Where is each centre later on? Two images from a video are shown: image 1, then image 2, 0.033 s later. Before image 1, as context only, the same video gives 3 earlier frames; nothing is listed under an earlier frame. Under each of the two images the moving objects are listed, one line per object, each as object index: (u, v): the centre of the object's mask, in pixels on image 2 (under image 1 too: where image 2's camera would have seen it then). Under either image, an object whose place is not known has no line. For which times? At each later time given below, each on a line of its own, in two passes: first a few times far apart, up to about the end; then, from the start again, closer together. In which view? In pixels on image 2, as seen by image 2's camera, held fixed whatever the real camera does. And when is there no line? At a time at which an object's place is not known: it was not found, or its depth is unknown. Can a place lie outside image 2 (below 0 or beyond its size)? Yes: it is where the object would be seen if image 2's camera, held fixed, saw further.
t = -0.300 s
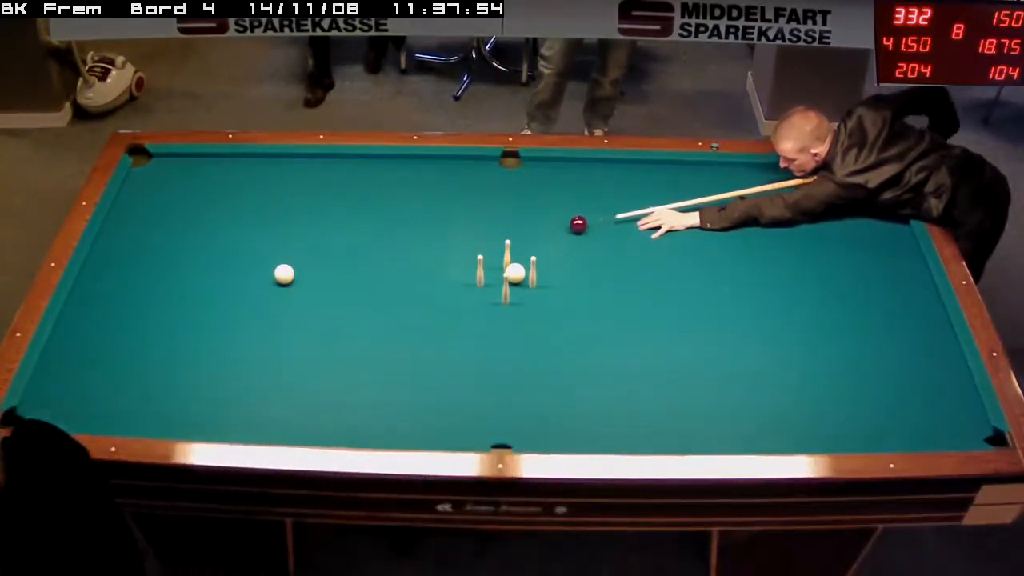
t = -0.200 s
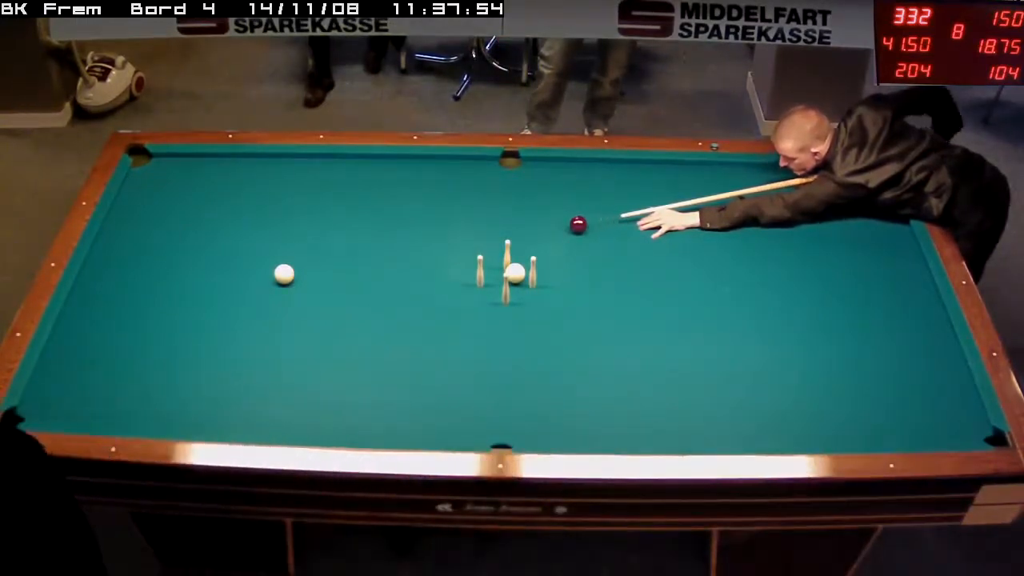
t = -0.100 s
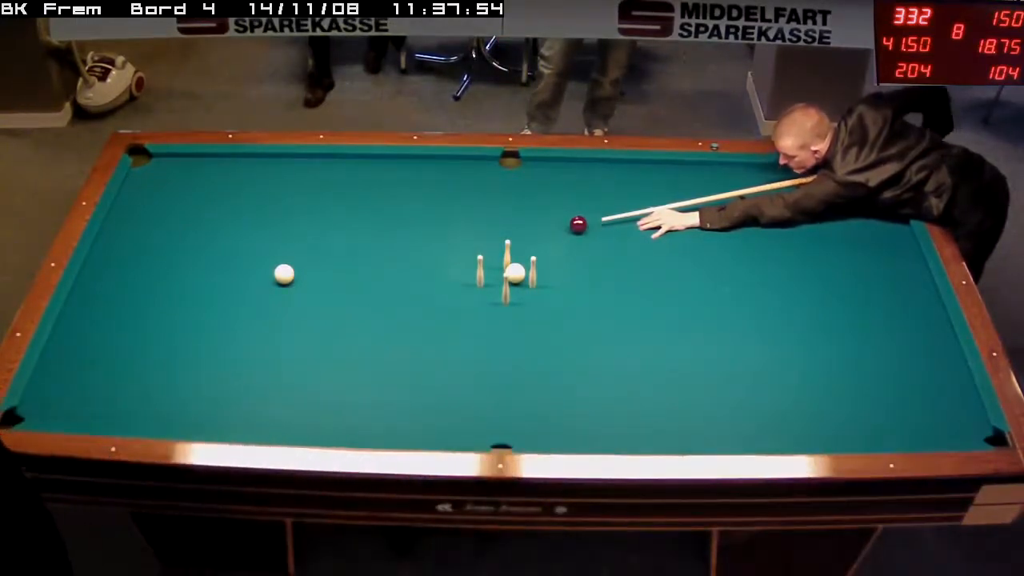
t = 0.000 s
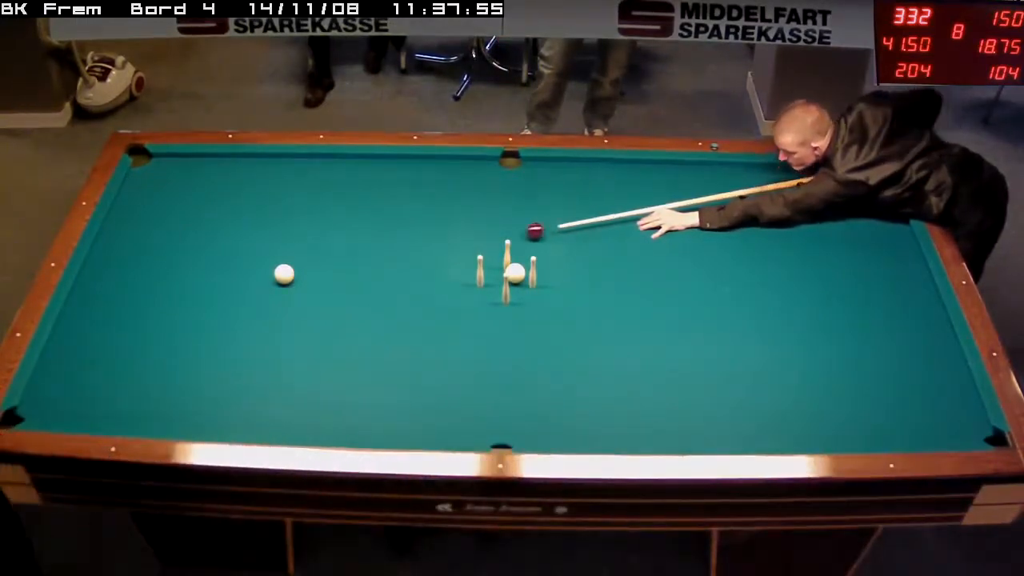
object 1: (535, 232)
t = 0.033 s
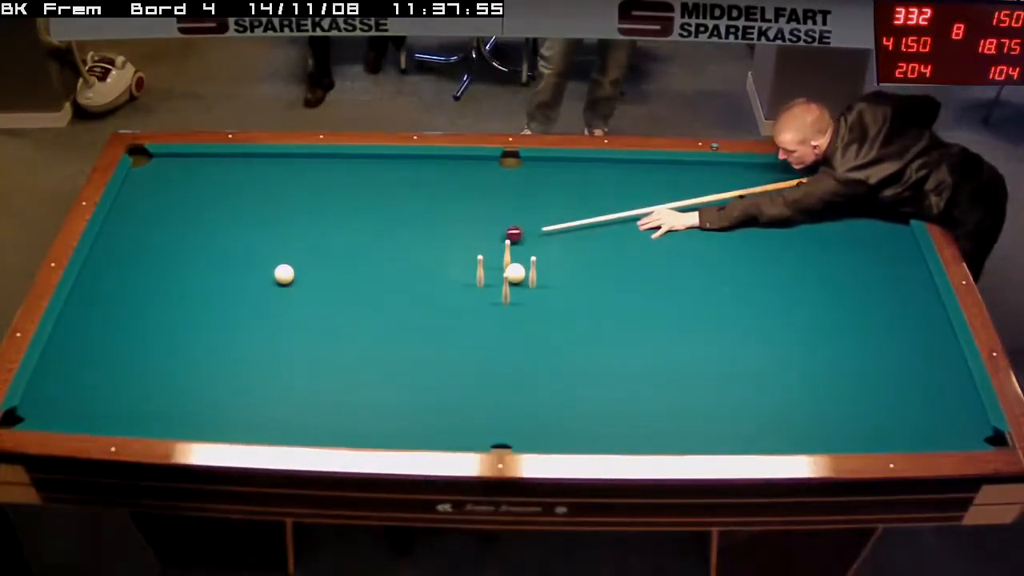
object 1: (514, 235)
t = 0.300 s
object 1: (364, 258)
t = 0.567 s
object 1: (278, 256)
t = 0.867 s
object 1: (217, 240)
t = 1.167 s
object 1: (160, 225)
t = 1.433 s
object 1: (114, 214)
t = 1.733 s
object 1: (154, 206)
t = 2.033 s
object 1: (190, 198)
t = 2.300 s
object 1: (222, 191)
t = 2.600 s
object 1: (256, 184)
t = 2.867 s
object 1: (285, 178)
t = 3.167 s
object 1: (317, 173)
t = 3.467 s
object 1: (348, 167)
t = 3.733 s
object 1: (374, 162)
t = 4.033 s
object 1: (397, 162)
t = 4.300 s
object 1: (416, 164)
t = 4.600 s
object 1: (436, 168)
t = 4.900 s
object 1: (454, 171)
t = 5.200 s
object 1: (472, 174)
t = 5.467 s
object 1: (487, 177)
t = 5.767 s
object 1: (504, 179)
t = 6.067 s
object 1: (518, 182)
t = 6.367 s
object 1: (532, 184)
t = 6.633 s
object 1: (543, 186)
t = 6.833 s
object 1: (551, 188)
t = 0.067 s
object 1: (493, 238)
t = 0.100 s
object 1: (473, 241)
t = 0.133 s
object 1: (453, 244)
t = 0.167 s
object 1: (435, 247)
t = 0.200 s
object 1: (417, 250)
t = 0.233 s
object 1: (399, 253)
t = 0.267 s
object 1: (382, 256)
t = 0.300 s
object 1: (364, 258)
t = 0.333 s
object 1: (346, 261)
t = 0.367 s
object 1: (329, 264)
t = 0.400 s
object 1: (311, 267)
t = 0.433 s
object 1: (298, 266)
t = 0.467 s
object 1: (294, 264)
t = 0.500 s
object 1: (289, 261)
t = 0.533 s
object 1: (283, 258)
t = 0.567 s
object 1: (278, 256)
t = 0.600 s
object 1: (271, 254)
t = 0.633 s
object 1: (265, 252)
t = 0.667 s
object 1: (258, 250)
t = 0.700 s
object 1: (251, 248)
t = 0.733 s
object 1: (244, 247)
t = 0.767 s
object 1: (237, 245)
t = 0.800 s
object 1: (230, 243)
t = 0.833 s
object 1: (224, 242)
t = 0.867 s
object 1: (217, 240)
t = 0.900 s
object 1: (211, 238)
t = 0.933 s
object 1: (204, 237)
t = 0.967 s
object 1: (197, 235)
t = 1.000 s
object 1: (191, 234)
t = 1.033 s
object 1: (185, 232)
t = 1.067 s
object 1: (179, 230)
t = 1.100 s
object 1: (172, 229)
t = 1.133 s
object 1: (166, 227)
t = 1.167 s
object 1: (160, 225)
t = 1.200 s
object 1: (154, 224)
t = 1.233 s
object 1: (148, 223)
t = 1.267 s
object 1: (142, 221)
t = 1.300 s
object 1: (136, 219)
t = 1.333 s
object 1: (130, 218)
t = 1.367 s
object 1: (124, 216)
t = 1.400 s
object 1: (119, 215)
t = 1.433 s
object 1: (114, 214)
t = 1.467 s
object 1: (119, 213)
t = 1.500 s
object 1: (124, 212)
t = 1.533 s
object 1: (129, 211)
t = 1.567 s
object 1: (133, 210)
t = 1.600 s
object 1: (137, 209)
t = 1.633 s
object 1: (141, 208)
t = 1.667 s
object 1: (145, 207)
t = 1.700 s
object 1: (149, 206)
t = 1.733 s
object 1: (154, 206)
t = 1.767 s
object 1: (158, 205)
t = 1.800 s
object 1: (162, 204)
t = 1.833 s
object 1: (166, 203)
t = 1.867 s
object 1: (170, 202)
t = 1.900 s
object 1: (174, 201)
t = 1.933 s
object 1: (178, 201)
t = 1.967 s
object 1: (182, 200)
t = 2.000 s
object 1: (186, 198)
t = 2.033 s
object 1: (190, 198)
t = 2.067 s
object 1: (194, 197)
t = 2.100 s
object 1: (198, 196)
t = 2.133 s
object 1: (202, 195)
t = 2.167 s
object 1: (206, 195)
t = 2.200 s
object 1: (210, 194)
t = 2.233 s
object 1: (214, 193)
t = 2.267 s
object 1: (218, 192)
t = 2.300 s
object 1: (222, 191)
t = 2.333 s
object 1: (226, 190)
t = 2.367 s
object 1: (230, 190)
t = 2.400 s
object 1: (233, 189)
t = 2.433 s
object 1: (237, 188)
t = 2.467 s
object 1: (241, 187)
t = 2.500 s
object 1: (245, 187)
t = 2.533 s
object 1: (249, 186)
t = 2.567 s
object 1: (252, 185)
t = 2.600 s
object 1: (256, 184)
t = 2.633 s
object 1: (260, 184)
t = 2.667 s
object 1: (264, 183)
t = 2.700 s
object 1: (267, 182)
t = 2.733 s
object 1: (271, 181)
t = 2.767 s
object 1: (275, 181)
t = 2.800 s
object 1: (278, 180)
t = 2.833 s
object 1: (282, 179)
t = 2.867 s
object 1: (285, 178)
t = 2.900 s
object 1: (289, 178)
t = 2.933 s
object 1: (292, 177)
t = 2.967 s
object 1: (296, 176)
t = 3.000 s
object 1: (299, 176)
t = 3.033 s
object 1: (303, 175)
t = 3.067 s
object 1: (307, 175)
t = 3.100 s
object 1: (310, 174)
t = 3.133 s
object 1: (314, 173)
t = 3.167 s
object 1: (317, 173)
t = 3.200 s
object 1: (321, 172)
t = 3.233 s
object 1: (324, 171)
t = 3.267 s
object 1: (328, 171)
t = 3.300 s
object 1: (331, 170)
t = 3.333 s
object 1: (334, 169)
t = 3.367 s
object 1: (338, 169)
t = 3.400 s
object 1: (341, 168)
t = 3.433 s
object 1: (344, 167)
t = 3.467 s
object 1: (348, 167)
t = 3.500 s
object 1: (351, 166)
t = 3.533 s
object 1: (354, 165)
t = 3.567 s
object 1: (357, 165)
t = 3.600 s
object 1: (360, 164)
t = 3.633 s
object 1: (364, 163)
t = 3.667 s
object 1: (367, 163)
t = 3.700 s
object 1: (370, 162)
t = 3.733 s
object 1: (374, 162)
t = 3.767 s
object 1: (377, 161)
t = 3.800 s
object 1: (380, 160)
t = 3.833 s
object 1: (383, 160)
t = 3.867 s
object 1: (385, 161)
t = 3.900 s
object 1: (388, 161)
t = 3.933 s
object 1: (390, 162)
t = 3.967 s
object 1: (392, 162)
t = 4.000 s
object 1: (395, 162)
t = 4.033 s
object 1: (397, 162)
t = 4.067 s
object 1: (400, 162)
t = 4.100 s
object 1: (402, 163)
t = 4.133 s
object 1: (405, 163)
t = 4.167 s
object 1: (406, 163)
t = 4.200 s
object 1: (409, 163)
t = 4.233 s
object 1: (411, 163)
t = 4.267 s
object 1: (414, 164)
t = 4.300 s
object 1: (416, 164)
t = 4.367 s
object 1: (420, 165)
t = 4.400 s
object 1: (422, 165)
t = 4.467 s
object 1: (427, 166)
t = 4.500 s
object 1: (429, 166)
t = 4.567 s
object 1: (434, 167)
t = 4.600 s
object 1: (436, 168)
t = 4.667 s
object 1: (440, 169)
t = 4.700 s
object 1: (442, 169)
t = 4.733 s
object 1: (444, 169)
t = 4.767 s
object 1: (446, 170)
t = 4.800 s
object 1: (449, 170)
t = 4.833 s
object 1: (451, 170)
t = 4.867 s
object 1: (452, 171)
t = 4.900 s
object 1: (454, 171)
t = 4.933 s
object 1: (457, 171)
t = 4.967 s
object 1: (458, 172)
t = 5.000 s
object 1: (461, 172)
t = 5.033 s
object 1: (463, 172)
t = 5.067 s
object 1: (465, 173)
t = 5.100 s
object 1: (467, 173)
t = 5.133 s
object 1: (468, 173)
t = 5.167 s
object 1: (470, 174)
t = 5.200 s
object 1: (472, 174)
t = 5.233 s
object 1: (474, 174)
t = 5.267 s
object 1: (476, 175)
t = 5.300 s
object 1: (478, 175)
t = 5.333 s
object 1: (480, 176)
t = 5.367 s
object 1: (482, 176)
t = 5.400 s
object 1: (484, 176)
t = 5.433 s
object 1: (486, 176)
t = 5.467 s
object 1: (487, 177)
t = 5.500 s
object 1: (489, 177)
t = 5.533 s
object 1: (491, 177)
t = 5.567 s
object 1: (493, 177)
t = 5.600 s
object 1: (495, 177)
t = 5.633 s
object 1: (496, 178)
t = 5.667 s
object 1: (498, 178)
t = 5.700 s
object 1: (500, 179)
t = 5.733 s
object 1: (502, 178)
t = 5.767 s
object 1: (504, 179)
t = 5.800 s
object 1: (505, 179)
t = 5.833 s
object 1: (507, 180)
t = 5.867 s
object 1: (509, 180)
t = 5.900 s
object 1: (511, 180)
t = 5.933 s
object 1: (512, 180)
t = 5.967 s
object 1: (514, 180)
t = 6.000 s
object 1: (515, 181)
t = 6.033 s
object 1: (516, 181)
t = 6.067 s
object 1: (518, 182)
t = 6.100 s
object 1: (520, 182)
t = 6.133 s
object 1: (522, 182)
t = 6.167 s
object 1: (523, 182)
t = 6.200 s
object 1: (525, 183)
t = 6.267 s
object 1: (527, 183)
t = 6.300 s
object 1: (529, 184)
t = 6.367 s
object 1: (532, 184)
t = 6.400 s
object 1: (534, 184)
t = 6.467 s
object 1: (536, 185)
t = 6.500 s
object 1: (538, 185)
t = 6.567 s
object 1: (541, 186)
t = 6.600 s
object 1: (542, 186)
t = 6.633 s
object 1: (543, 186)
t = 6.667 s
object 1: (545, 186)
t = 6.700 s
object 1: (546, 187)
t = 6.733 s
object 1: (547, 187)
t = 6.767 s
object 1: (549, 187)
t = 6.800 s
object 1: (550, 187)
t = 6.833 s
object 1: (551, 188)
